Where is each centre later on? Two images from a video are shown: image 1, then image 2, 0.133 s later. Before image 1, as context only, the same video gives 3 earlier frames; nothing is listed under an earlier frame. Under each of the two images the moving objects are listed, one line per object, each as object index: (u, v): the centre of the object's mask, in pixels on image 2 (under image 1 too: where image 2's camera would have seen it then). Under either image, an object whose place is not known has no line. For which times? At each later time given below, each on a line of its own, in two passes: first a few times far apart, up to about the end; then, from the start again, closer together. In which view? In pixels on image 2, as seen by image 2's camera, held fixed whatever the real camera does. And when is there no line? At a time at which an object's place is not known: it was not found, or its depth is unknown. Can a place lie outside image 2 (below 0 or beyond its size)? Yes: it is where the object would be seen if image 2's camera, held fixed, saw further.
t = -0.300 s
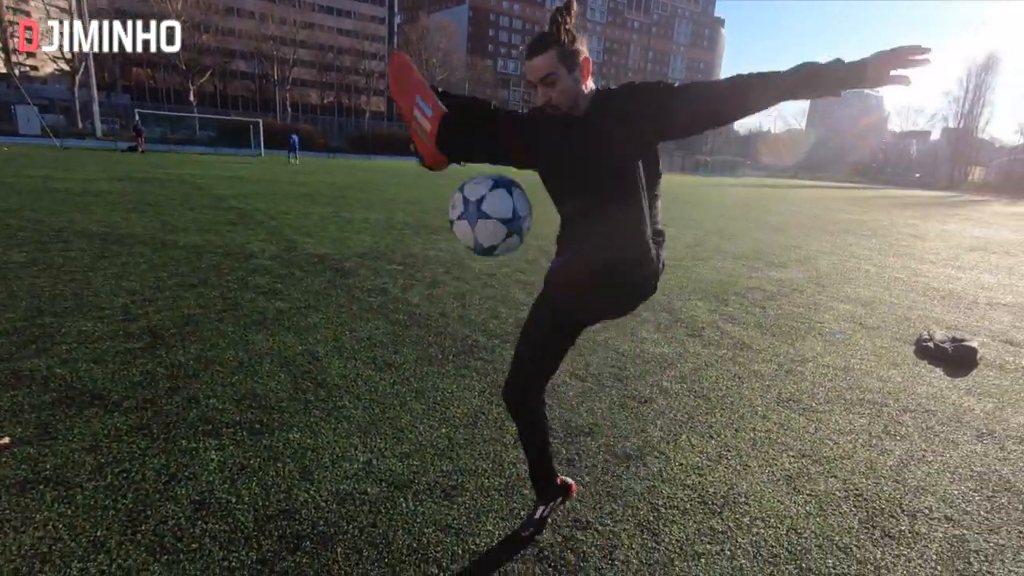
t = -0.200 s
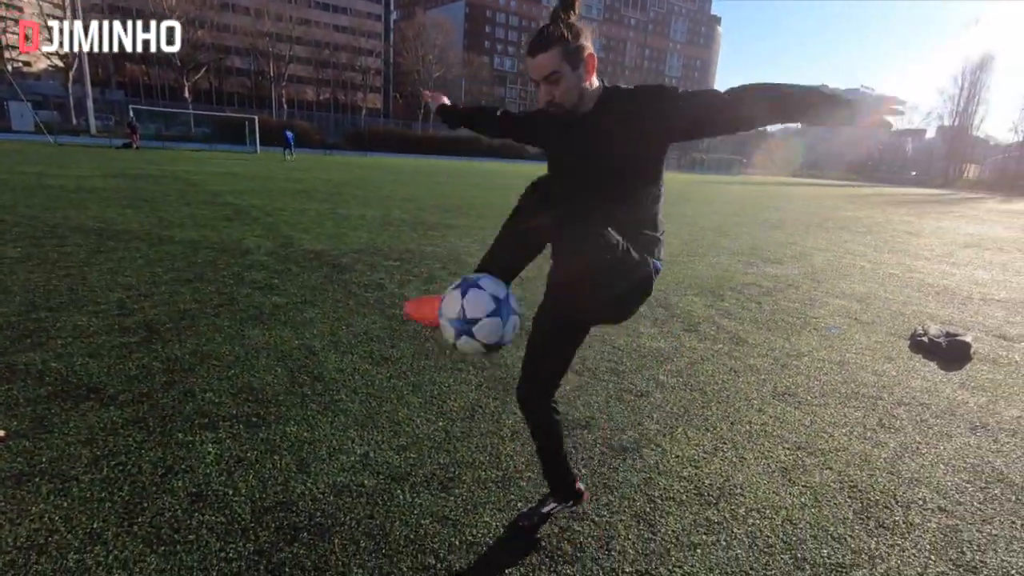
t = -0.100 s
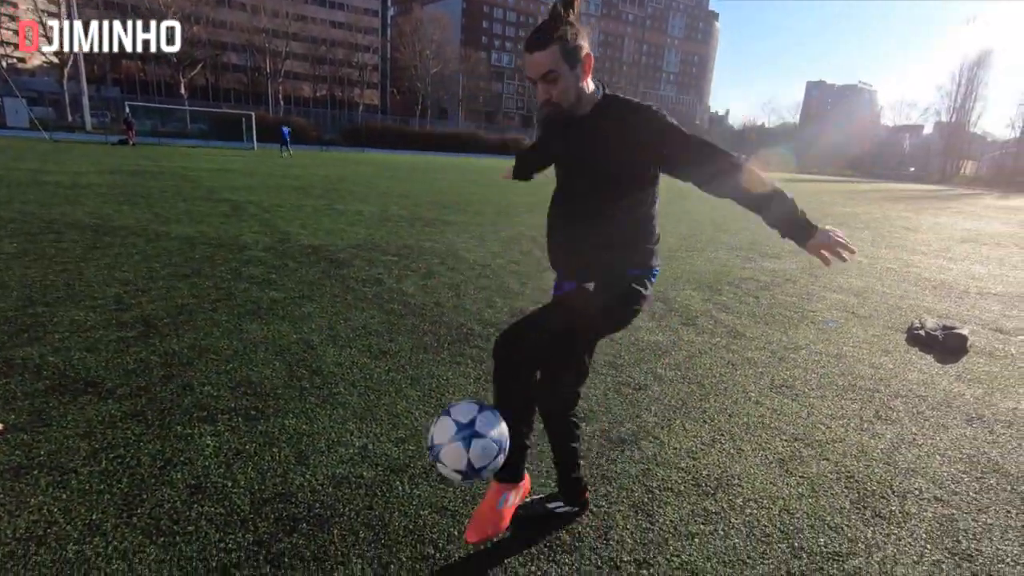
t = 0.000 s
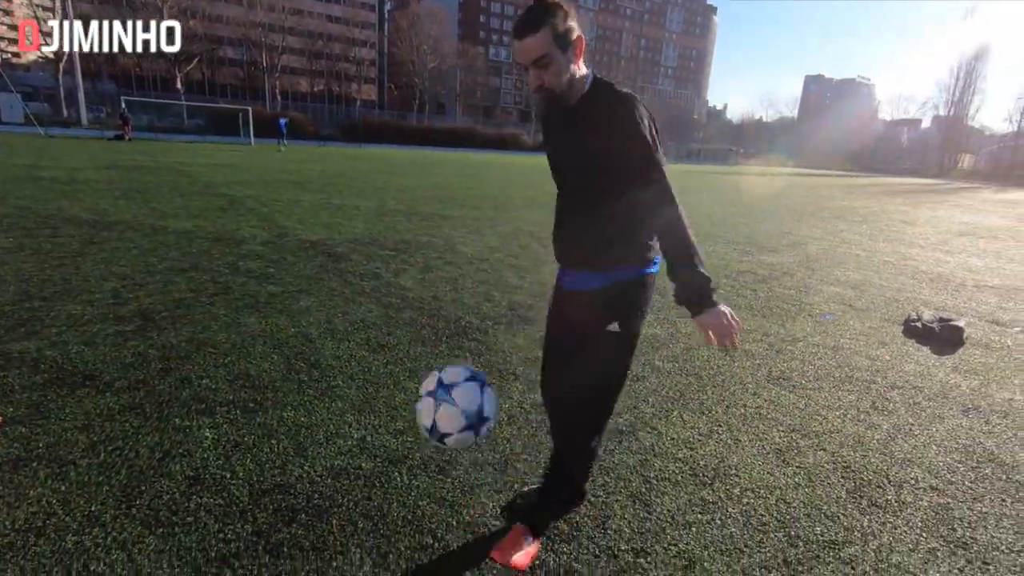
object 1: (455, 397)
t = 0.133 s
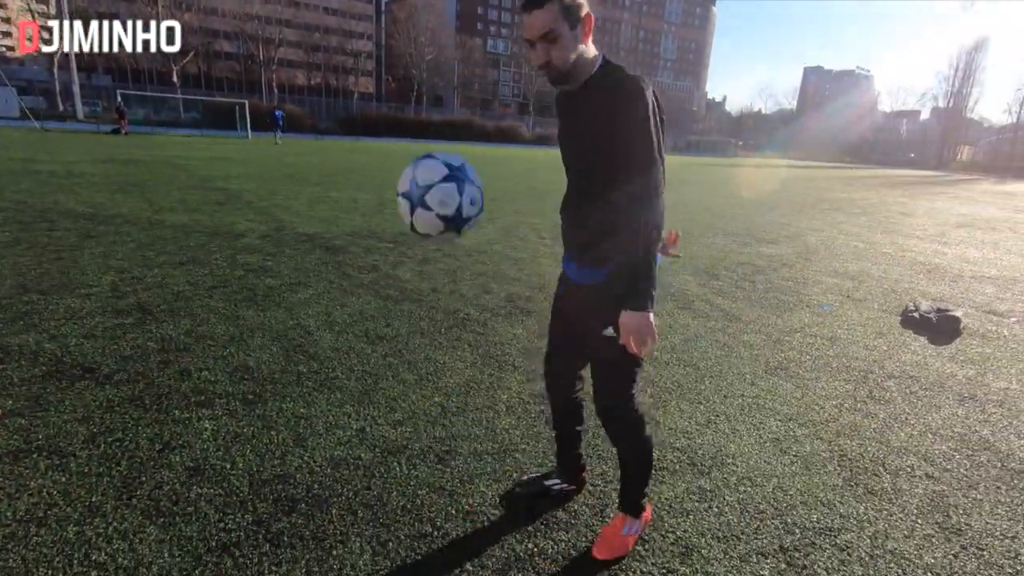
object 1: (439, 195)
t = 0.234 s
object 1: (426, 82)
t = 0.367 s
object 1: (411, 23)
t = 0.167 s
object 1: (436, 154)
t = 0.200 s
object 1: (431, 116)
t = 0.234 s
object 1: (426, 82)
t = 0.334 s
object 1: (414, 29)
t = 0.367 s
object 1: (411, 23)
